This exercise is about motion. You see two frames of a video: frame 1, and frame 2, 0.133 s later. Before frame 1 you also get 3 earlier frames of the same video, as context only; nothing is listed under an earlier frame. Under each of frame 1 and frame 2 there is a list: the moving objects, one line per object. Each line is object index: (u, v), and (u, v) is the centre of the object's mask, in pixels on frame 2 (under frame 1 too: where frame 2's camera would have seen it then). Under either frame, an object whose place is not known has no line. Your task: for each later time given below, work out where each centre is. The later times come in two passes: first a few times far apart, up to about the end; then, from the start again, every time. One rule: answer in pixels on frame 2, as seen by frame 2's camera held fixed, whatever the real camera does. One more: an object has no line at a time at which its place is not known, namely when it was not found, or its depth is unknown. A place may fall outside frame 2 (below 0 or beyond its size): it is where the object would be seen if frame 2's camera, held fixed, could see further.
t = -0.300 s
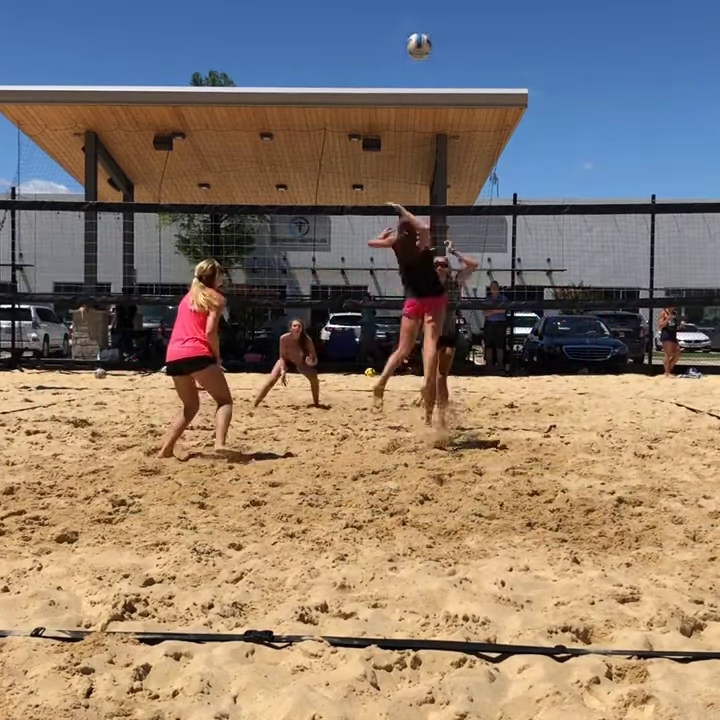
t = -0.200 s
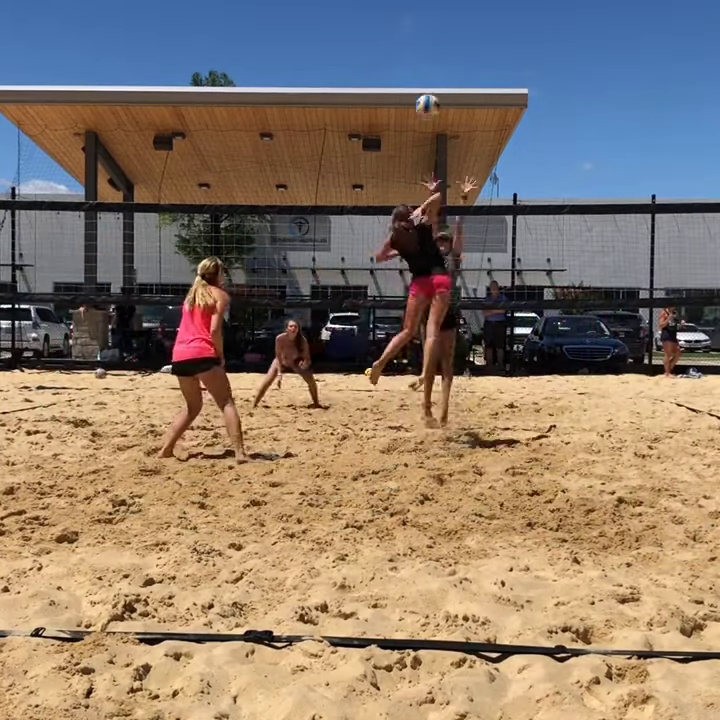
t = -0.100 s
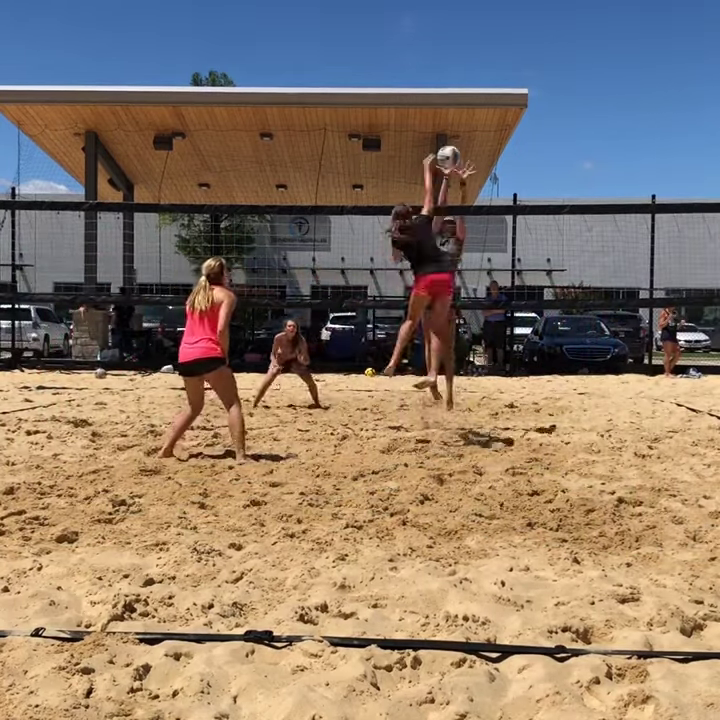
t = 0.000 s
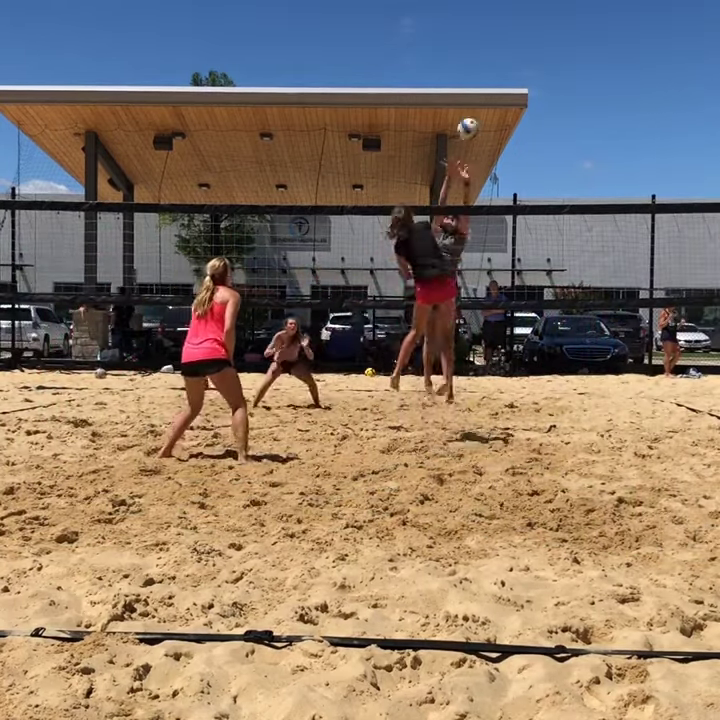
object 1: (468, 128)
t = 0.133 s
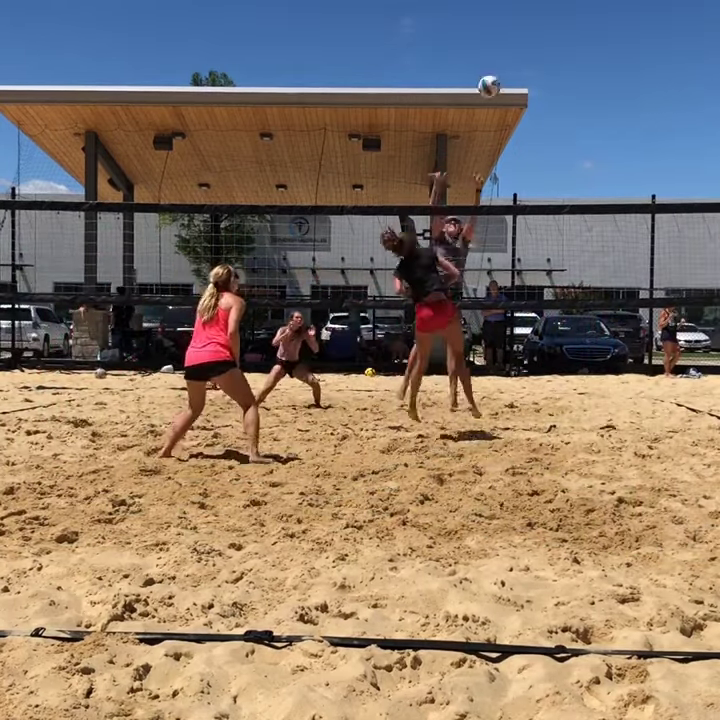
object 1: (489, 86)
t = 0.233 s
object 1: (504, 66)
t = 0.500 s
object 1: (543, 63)
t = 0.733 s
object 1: (575, 116)
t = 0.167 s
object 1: (494, 78)
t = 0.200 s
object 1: (500, 73)
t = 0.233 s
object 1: (504, 66)
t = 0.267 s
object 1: (509, 62)
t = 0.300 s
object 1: (514, 58)
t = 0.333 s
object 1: (519, 57)
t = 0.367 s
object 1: (524, 55)
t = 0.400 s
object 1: (529, 55)
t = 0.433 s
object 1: (534, 57)
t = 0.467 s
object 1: (539, 59)
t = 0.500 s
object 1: (543, 63)
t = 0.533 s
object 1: (548, 67)
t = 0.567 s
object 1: (553, 73)
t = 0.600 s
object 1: (557, 80)
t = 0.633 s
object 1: (562, 88)
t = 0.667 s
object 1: (566, 96)
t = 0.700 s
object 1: (571, 107)
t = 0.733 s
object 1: (575, 116)
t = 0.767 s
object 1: (580, 129)
